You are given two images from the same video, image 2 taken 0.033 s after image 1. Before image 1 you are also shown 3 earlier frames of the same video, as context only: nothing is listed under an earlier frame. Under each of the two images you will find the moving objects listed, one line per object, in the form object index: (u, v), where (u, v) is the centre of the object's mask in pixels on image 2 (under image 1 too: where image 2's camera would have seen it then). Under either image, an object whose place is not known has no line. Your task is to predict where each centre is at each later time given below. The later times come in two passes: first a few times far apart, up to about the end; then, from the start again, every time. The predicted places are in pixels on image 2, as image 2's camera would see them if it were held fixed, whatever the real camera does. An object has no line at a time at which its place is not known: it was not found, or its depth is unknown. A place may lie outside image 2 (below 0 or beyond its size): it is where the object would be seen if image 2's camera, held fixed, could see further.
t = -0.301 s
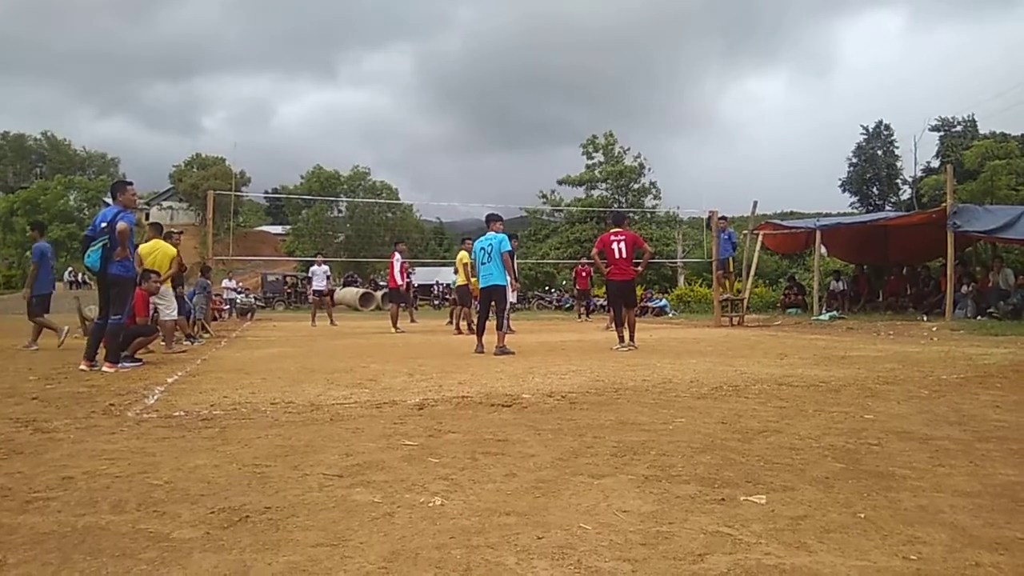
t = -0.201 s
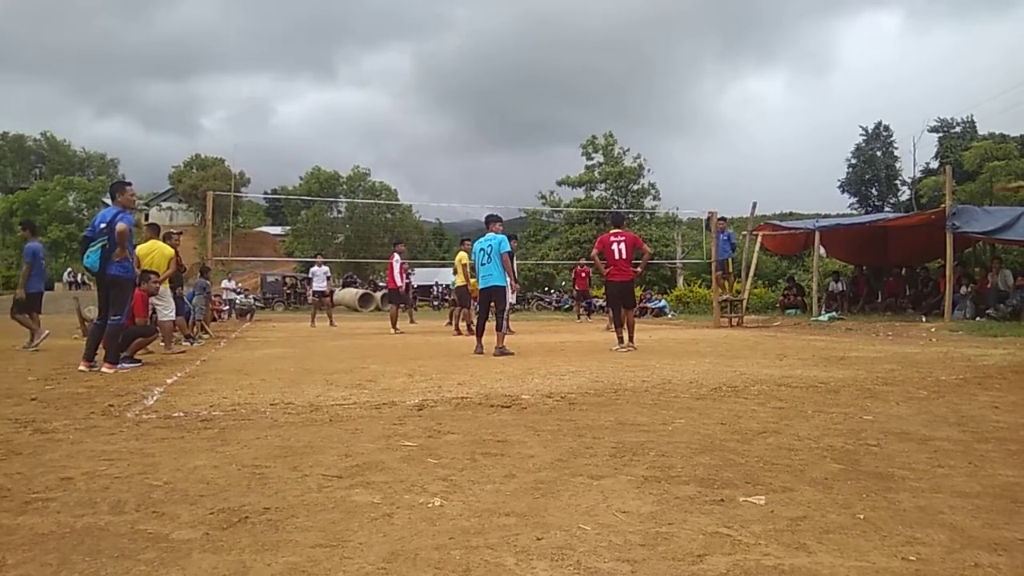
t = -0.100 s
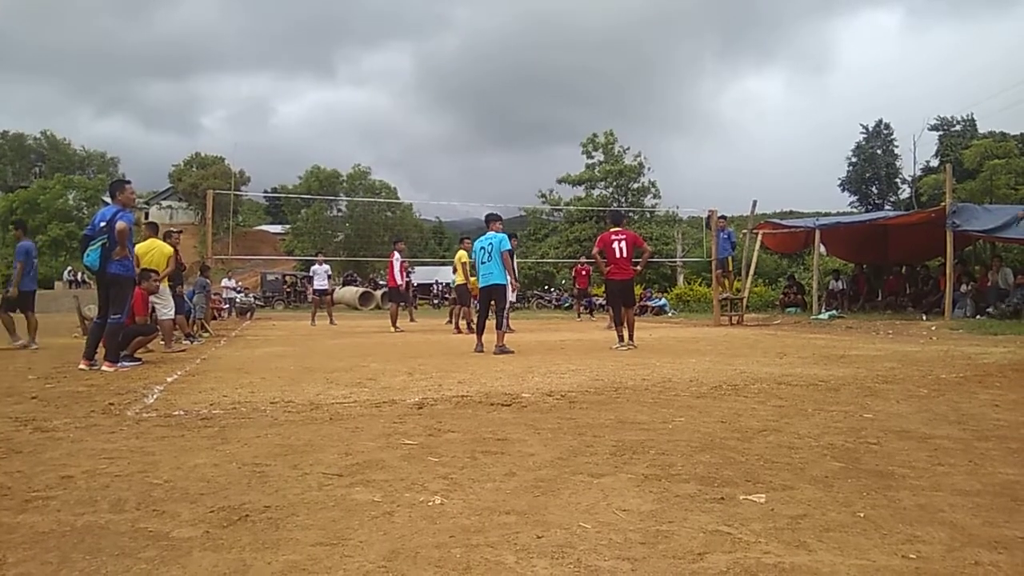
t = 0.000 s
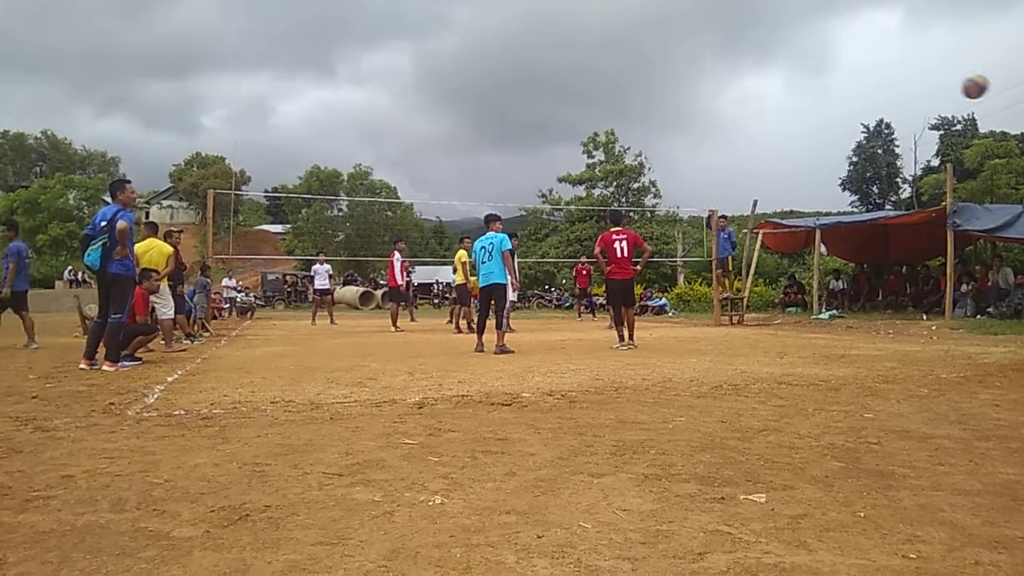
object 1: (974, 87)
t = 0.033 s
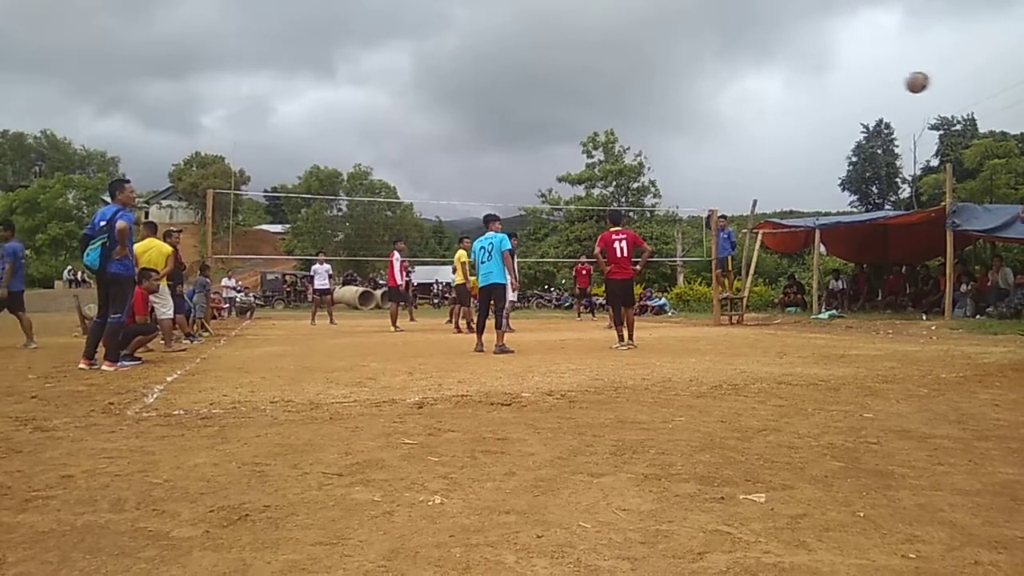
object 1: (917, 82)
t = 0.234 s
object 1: (682, 89)
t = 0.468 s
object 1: (530, 126)
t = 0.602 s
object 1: (470, 155)
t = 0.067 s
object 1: (866, 79)
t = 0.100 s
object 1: (822, 78)
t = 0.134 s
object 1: (781, 79)
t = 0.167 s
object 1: (745, 81)
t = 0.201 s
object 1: (712, 84)
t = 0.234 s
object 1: (682, 89)
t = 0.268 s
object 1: (655, 92)
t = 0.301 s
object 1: (631, 97)
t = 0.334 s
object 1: (607, 101)
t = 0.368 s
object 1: (586, 108)
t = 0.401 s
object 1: (567, 114)
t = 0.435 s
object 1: (548, 120)
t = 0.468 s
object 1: (530, 126)
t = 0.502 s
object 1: (514, 133)
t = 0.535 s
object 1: (498, 140)
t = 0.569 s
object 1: (484, 148)
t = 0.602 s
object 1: (470, 155)
